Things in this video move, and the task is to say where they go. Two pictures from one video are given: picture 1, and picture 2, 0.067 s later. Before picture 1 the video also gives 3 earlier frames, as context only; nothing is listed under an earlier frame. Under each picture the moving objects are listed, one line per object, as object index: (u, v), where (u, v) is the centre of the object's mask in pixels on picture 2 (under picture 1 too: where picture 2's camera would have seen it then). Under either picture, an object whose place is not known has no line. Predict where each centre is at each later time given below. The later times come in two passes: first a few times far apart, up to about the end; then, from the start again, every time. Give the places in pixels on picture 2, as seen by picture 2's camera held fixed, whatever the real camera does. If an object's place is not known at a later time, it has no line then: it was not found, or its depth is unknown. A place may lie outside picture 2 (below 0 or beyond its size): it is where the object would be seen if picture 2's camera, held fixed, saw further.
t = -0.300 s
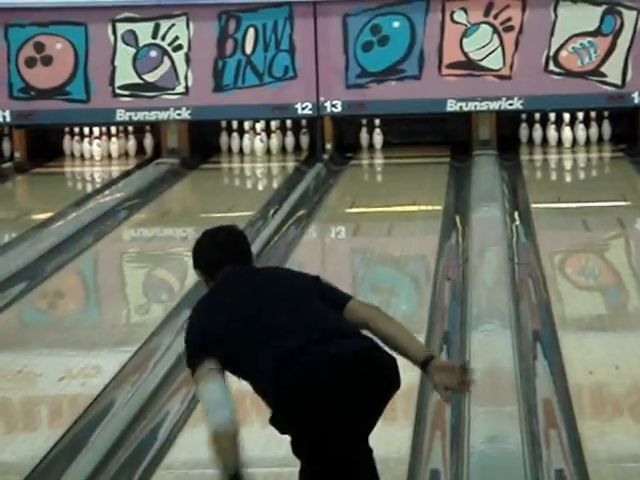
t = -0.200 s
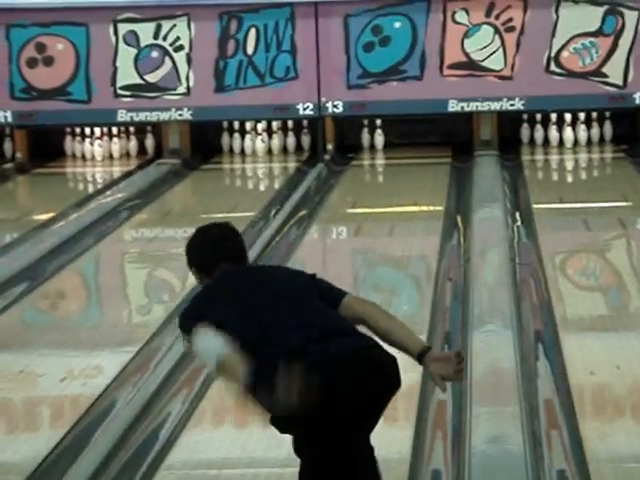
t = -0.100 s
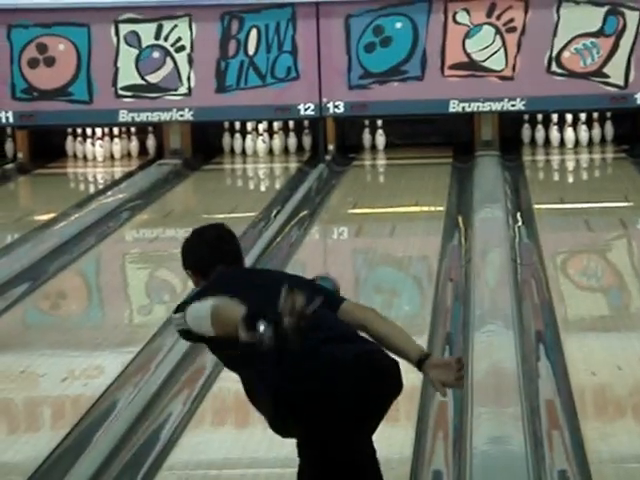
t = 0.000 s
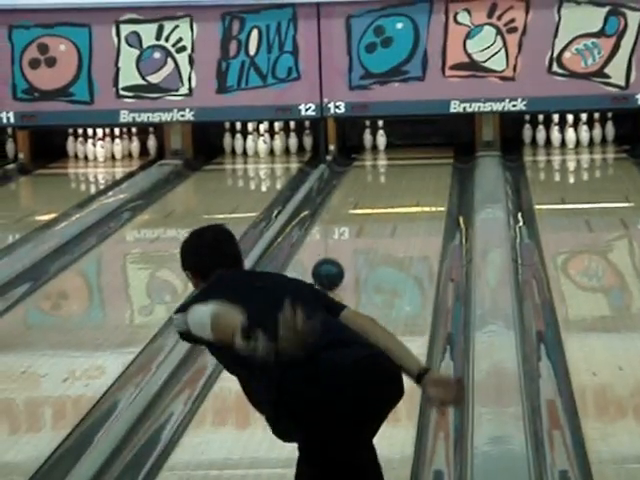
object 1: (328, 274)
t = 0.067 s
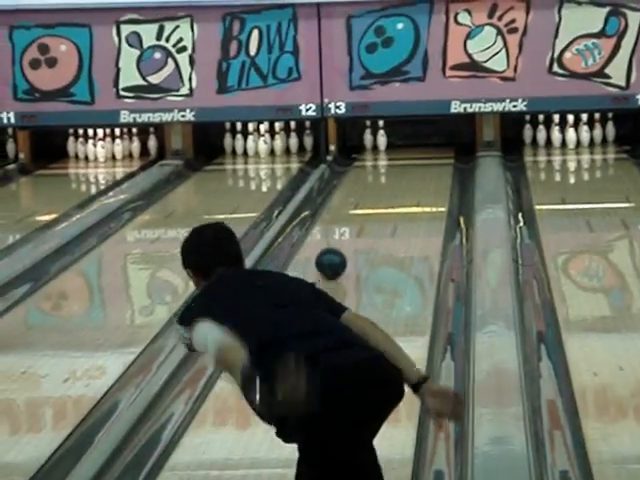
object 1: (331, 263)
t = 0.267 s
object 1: (338, 235)
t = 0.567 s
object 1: (347, 201)
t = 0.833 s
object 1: (354, 179)
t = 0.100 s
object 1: (332, 258)
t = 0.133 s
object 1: (333, 253)
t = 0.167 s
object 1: (334, 248)
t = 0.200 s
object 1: (335, 243)
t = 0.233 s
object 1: (336, 239)
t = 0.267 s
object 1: (338, 235)
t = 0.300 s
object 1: (339, 230)
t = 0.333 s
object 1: (340, 226)
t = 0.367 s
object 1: (341, 222)
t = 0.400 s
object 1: (342, 218)
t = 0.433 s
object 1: (343, 215)
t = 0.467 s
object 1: (344, 211)
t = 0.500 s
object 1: (345, 208)
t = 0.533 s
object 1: (346, 204)
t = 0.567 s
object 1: (347, 201)
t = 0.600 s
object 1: (347, 197)
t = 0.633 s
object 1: (348, 195)
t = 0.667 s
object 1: (350, 192)
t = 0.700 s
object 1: (350, 188)
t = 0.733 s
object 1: (351, 186)
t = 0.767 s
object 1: (352, 183)
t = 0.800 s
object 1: (353, 181)
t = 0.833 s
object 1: (354, 179)
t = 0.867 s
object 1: (356, 177)
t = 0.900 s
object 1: (356, 172)
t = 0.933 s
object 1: (357, 170)
